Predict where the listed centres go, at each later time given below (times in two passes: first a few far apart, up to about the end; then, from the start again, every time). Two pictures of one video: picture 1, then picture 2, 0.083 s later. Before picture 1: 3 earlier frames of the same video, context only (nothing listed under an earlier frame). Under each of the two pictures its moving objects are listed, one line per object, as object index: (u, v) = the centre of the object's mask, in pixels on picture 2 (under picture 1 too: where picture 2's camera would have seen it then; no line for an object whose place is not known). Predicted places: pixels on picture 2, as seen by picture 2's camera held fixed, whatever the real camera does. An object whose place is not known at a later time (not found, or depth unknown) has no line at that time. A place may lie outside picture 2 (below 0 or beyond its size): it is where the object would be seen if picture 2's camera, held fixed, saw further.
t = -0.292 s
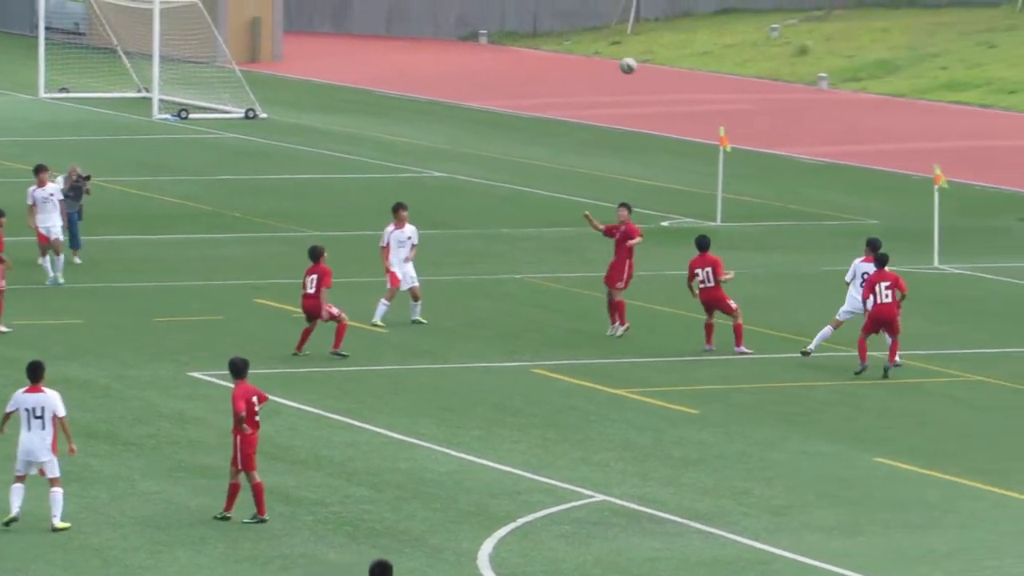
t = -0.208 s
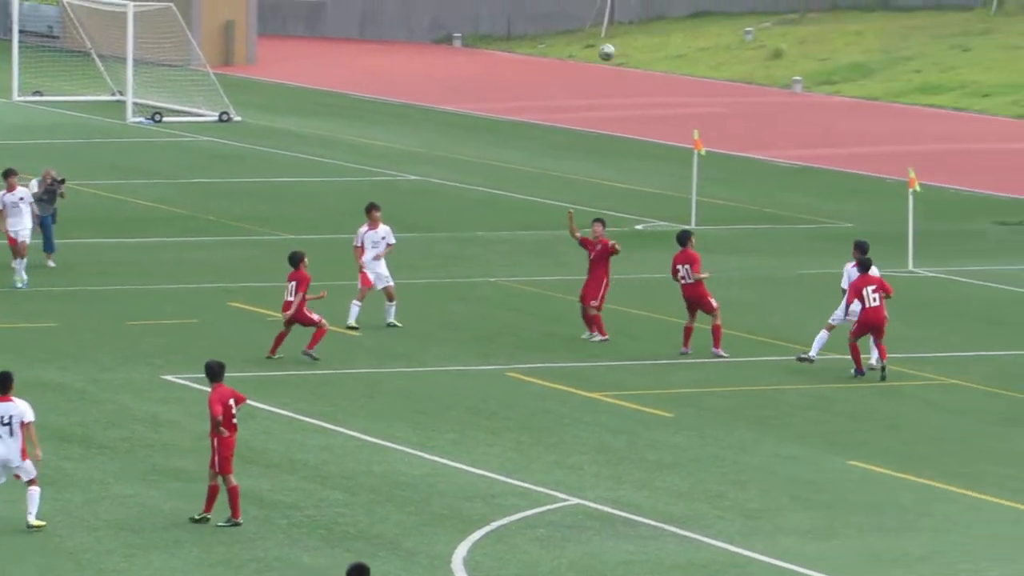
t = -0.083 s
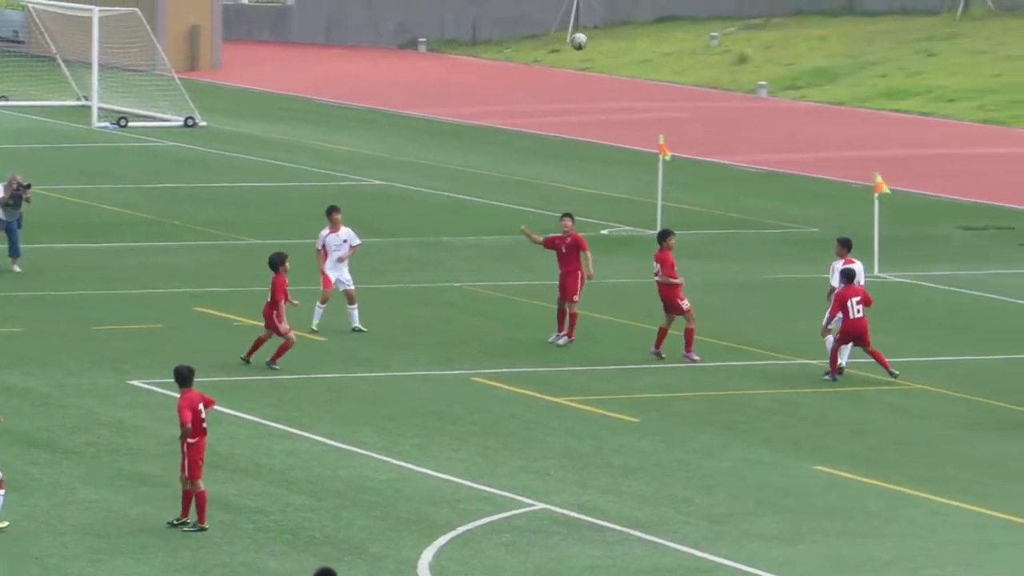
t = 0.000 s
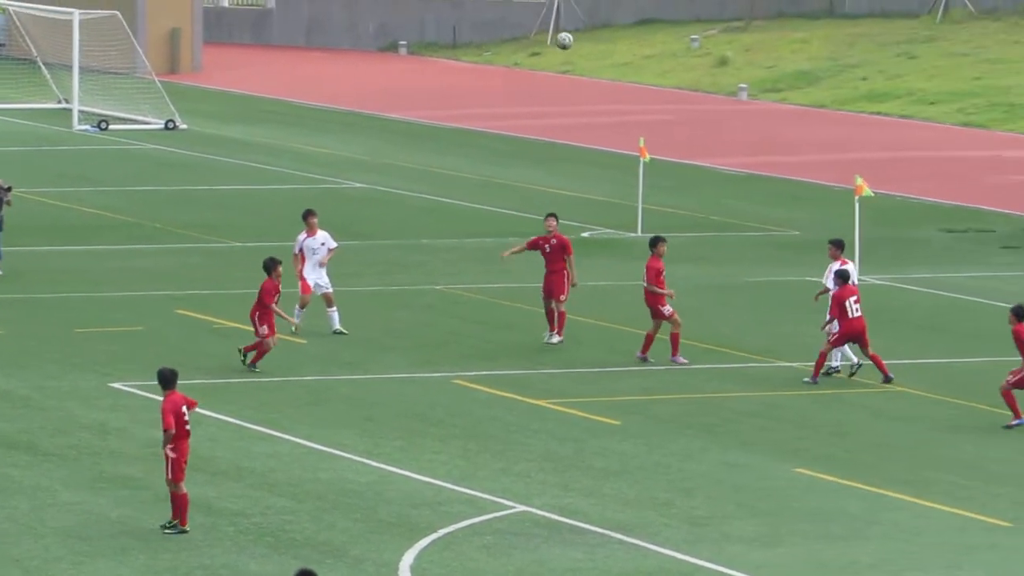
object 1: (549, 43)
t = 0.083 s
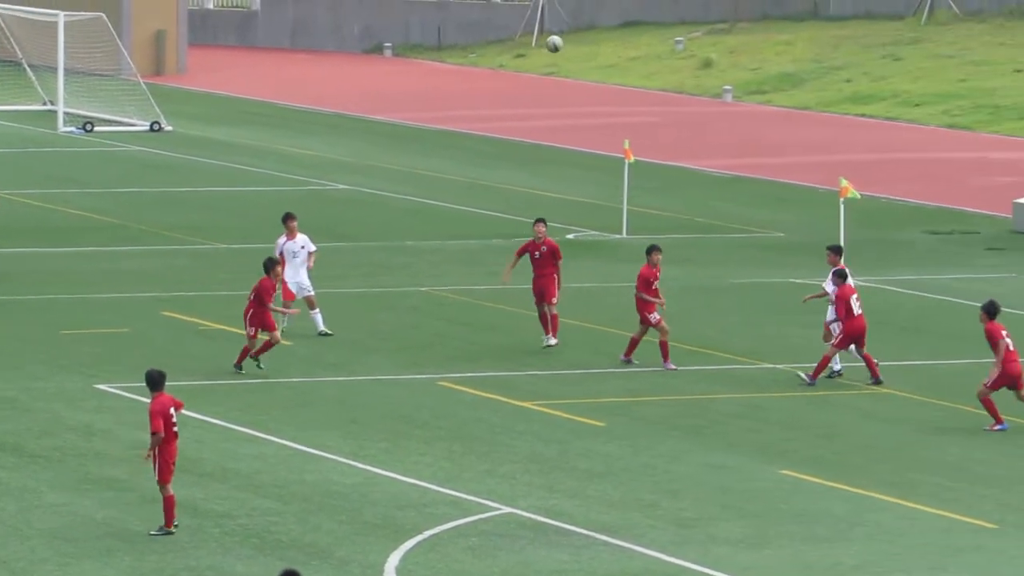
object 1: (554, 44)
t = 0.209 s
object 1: (562, 56)
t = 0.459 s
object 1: (580, 116)
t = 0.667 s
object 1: (596, 206)
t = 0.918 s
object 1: (617, 361)
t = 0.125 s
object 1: (557, 46)
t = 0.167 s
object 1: (559, 50)
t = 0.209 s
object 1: (562, 56)
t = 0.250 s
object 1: (565, 63)
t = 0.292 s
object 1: (568, 70)
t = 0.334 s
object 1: (571, 80)
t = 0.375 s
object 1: (574, 91)
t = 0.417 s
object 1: (576, 103)
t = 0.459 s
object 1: (580, 116)
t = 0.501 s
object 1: (583, 131)
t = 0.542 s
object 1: (586, 148)
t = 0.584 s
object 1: (590, 166)
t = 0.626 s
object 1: (593, 185)
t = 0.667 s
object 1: (596, 206)
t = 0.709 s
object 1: (600, 228)
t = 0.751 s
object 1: (604, 252)
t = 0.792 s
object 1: (607, 277)
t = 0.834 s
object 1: (610, 303)
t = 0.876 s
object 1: (614, 332)
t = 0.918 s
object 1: (617, 361)
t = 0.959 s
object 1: (620, 394)
